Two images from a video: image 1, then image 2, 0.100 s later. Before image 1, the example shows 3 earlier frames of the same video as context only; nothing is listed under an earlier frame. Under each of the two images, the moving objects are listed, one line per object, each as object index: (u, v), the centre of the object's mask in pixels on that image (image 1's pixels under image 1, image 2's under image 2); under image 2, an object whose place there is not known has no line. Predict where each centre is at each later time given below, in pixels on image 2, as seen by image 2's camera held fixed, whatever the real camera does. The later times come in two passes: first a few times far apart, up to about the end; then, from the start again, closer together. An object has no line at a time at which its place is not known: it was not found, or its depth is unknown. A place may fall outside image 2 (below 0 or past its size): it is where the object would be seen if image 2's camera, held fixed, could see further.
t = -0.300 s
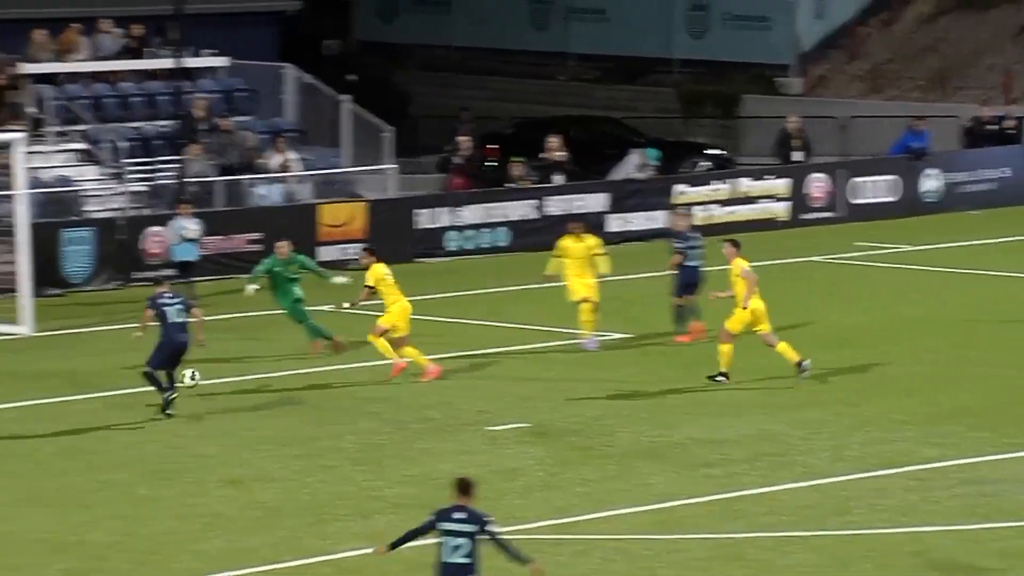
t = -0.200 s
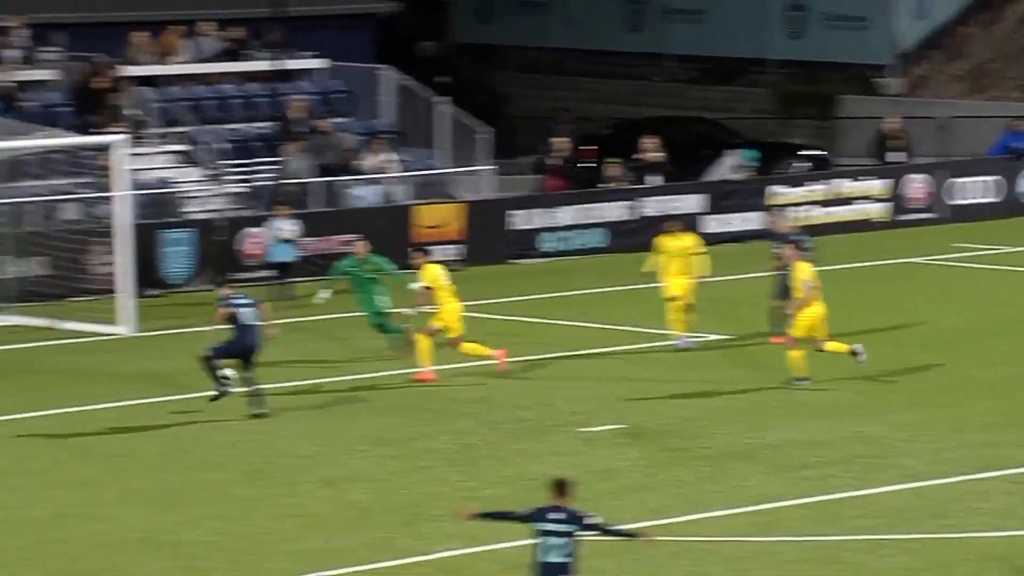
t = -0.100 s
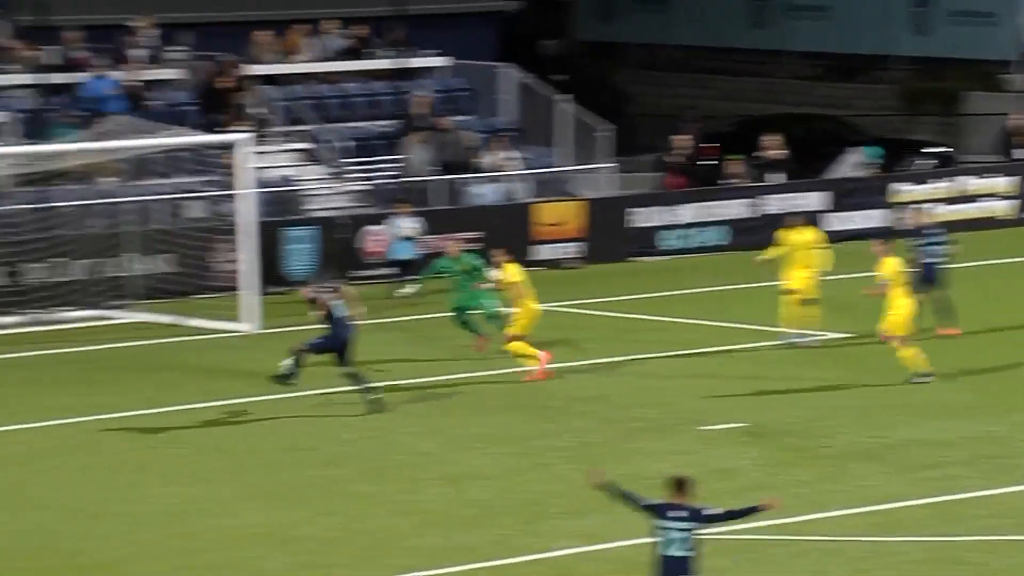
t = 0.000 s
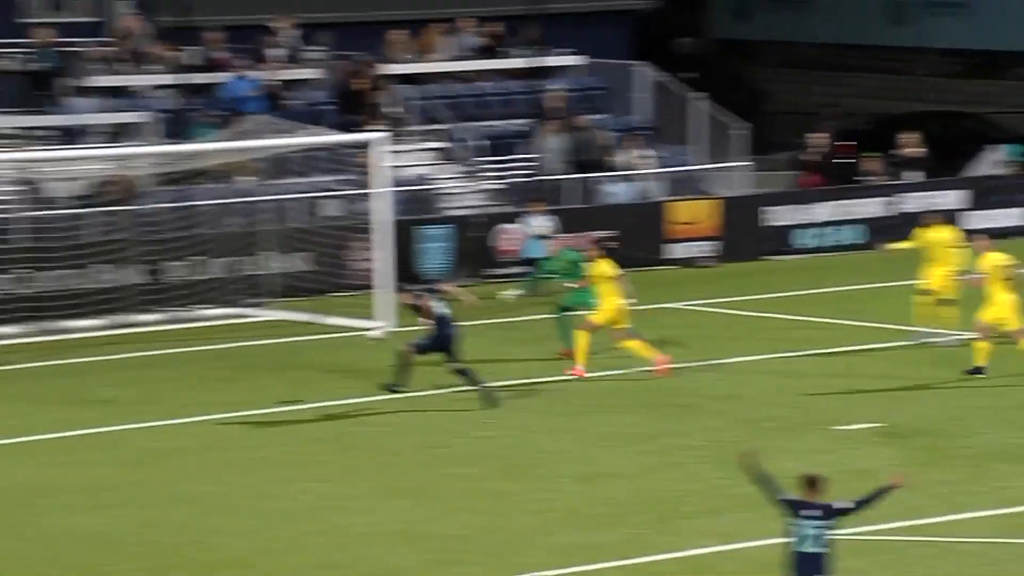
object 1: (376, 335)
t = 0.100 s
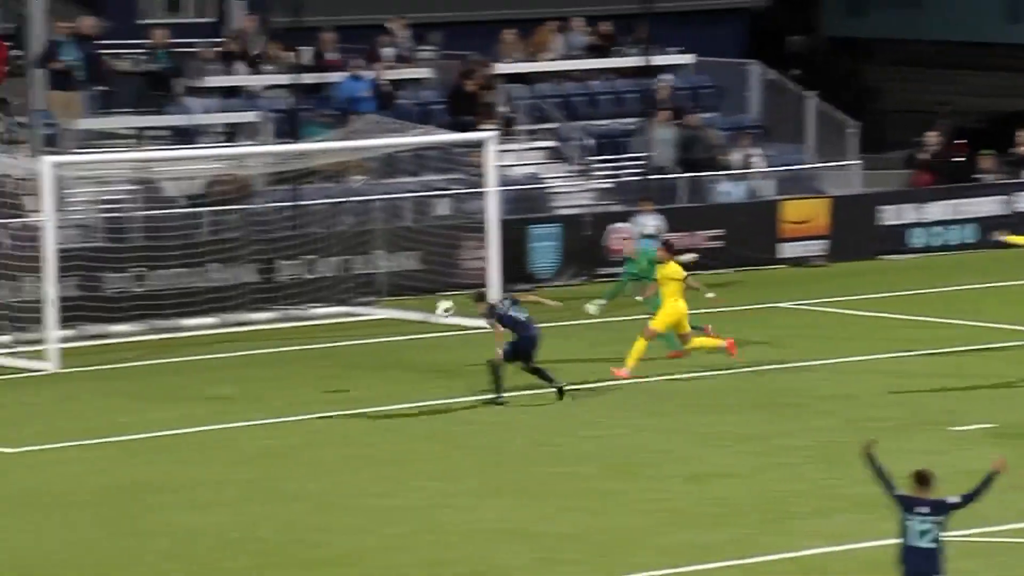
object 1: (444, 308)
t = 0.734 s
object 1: (197, 322)
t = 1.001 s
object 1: (193, 264)
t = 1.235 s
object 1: (212, 243)
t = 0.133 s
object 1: (430, 302)
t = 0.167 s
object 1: (416, 296)
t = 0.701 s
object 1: (208, 314)
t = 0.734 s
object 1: (197, 322)
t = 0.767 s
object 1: (190, 315)
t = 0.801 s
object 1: (186, 307)
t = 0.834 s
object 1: (184, 300)
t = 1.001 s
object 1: (193, 264)
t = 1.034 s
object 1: (195, 259)
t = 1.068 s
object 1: (197, 256)
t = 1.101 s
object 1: (199, 252)
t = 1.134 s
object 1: (203, 248)
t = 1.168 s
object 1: (206, 246)
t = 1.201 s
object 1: (208, 244)
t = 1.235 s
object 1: (212, 243)
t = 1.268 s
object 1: (215, 243)
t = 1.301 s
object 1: (218, 243)
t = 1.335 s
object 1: (222, 245)
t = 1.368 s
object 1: (225, 247)
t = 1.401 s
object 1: (229, 251)
